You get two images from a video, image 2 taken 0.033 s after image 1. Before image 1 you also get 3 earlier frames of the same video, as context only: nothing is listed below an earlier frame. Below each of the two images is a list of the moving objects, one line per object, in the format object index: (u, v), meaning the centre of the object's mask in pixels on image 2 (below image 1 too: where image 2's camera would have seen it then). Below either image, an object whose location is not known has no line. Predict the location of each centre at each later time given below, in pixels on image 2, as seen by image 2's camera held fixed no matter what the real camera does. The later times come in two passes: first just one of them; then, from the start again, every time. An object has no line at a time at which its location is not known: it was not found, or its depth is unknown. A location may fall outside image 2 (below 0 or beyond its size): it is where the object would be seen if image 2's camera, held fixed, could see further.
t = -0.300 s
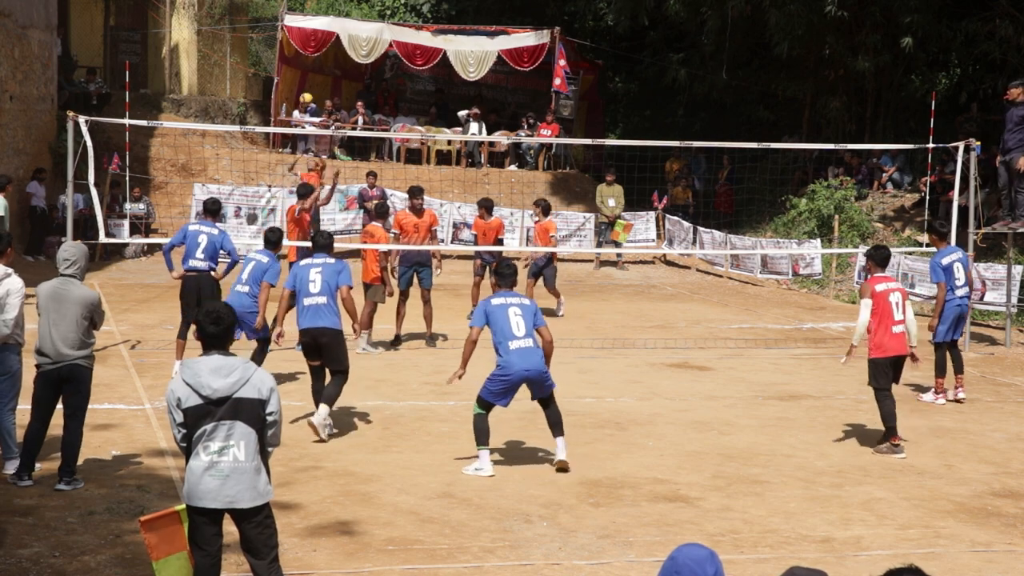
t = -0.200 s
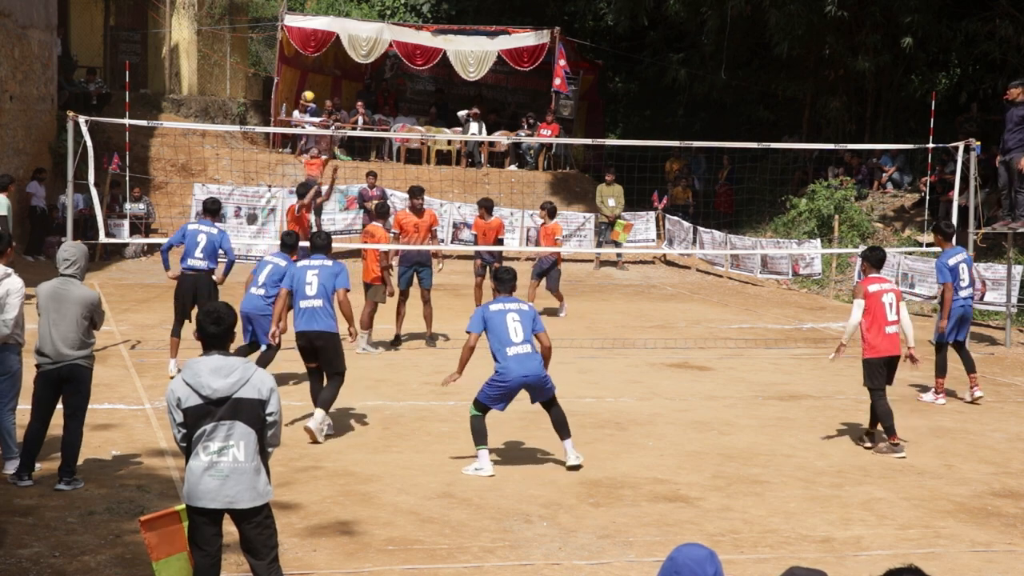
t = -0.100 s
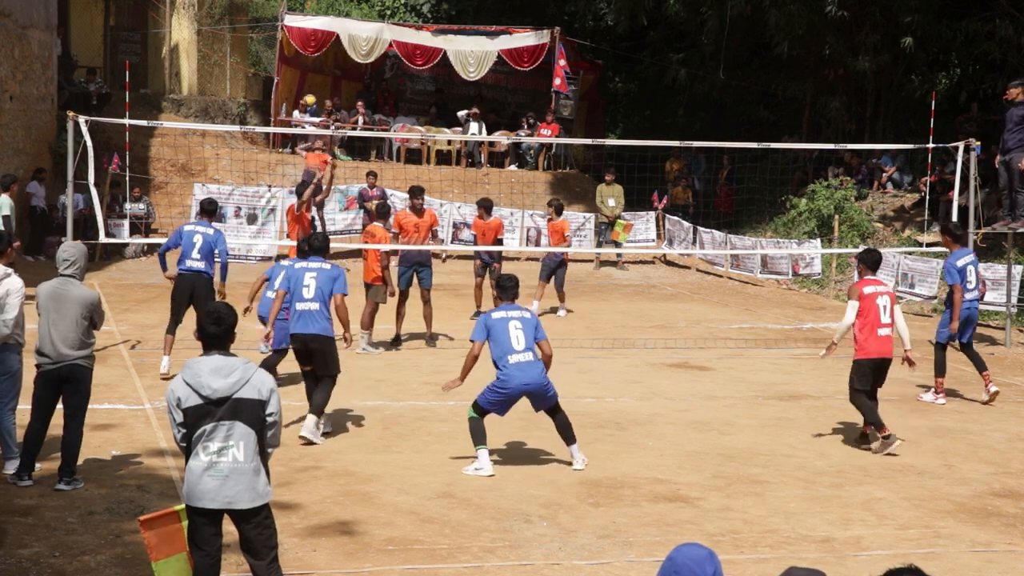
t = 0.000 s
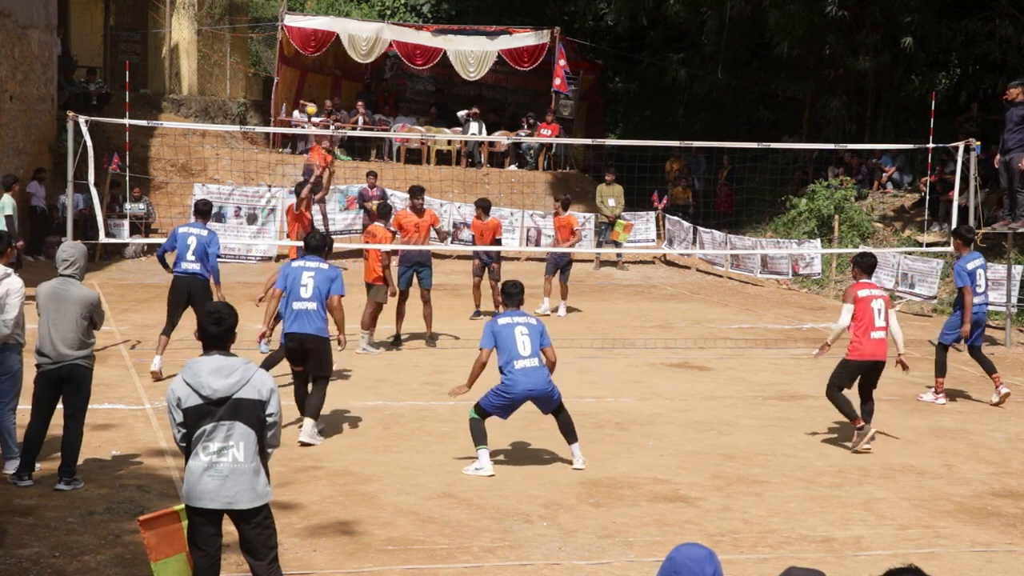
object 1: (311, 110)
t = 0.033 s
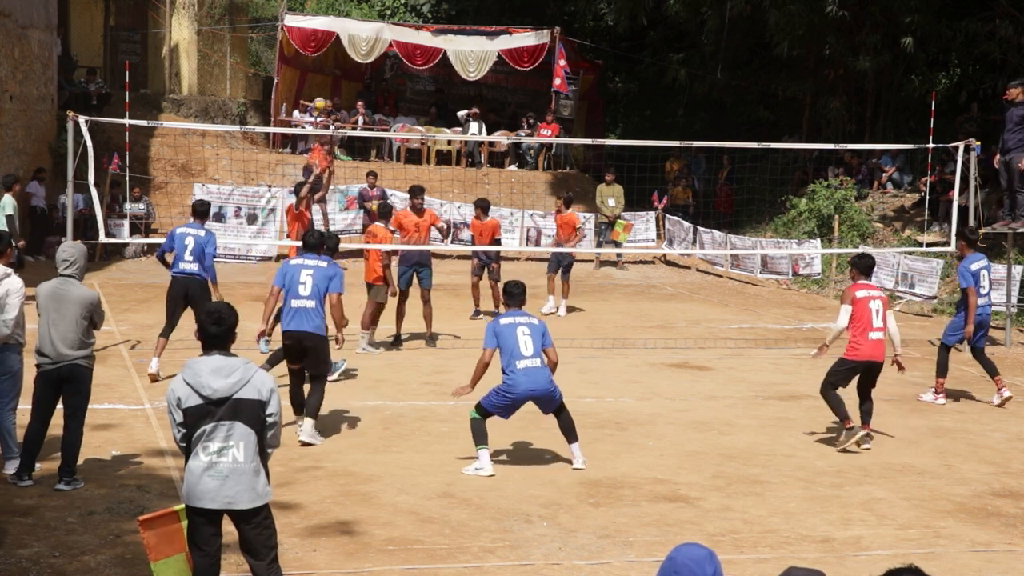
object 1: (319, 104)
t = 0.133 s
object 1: (352, 77)
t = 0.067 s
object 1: (330, 94)
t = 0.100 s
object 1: (341, 85)
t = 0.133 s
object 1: (352, 77)
